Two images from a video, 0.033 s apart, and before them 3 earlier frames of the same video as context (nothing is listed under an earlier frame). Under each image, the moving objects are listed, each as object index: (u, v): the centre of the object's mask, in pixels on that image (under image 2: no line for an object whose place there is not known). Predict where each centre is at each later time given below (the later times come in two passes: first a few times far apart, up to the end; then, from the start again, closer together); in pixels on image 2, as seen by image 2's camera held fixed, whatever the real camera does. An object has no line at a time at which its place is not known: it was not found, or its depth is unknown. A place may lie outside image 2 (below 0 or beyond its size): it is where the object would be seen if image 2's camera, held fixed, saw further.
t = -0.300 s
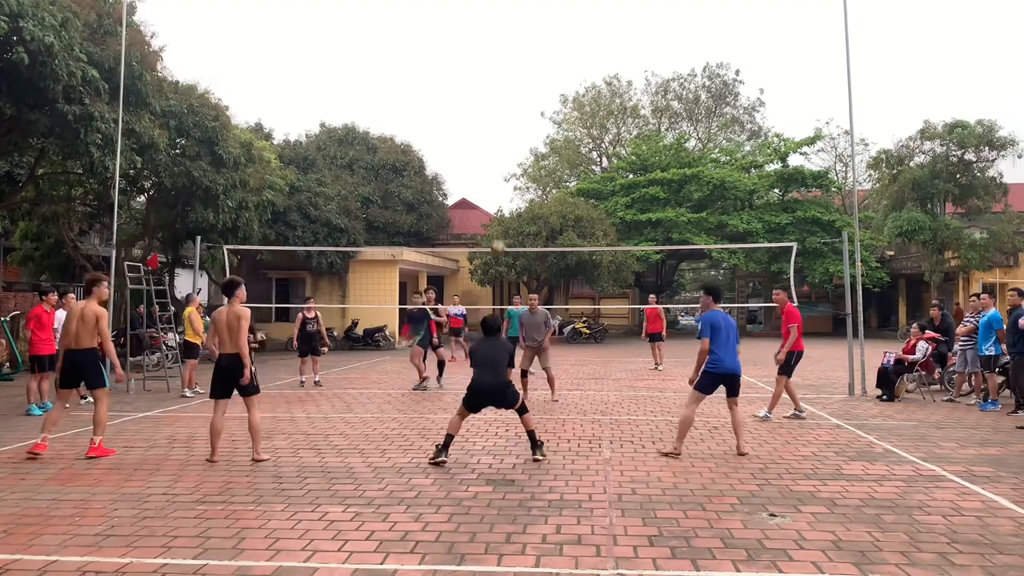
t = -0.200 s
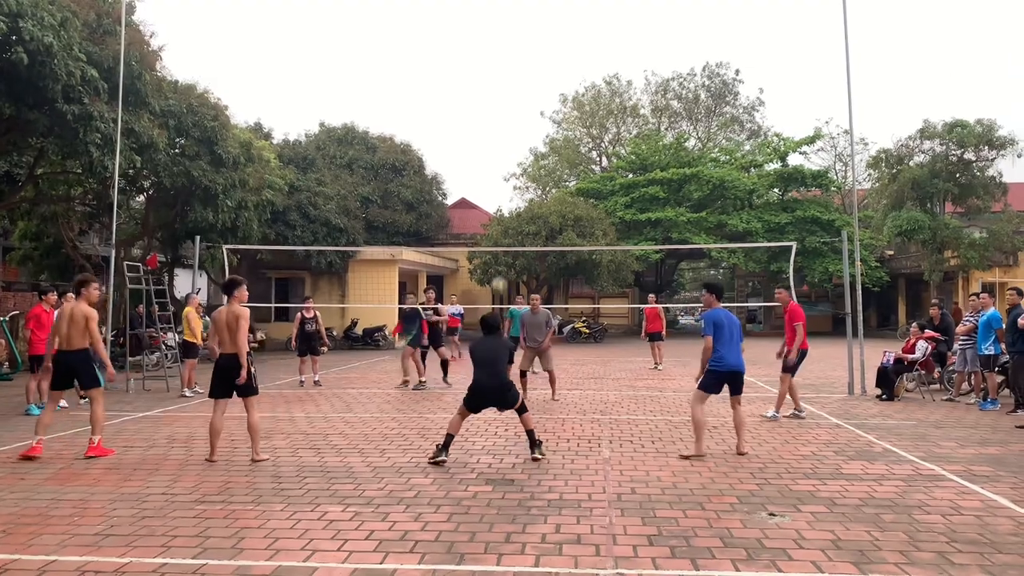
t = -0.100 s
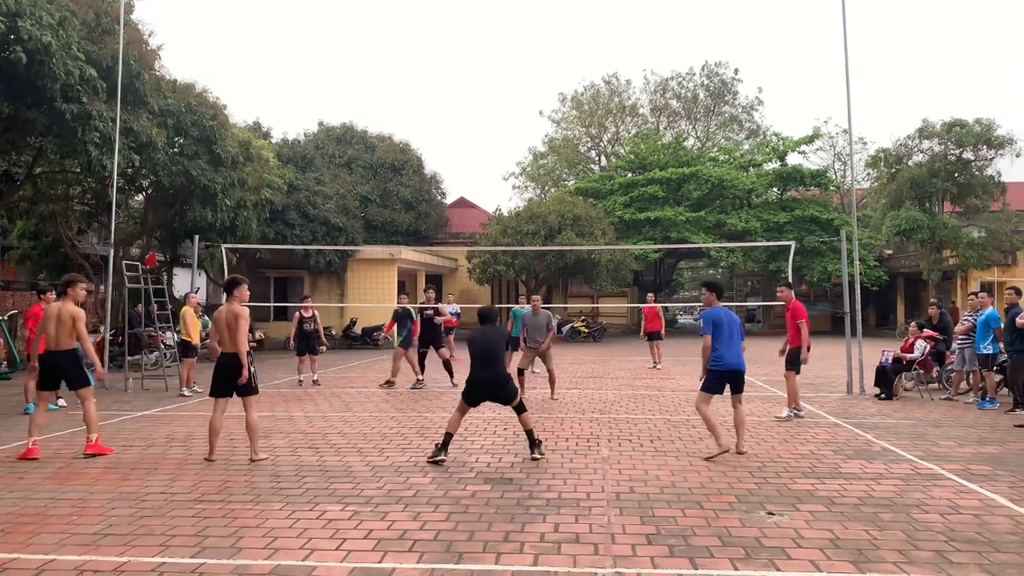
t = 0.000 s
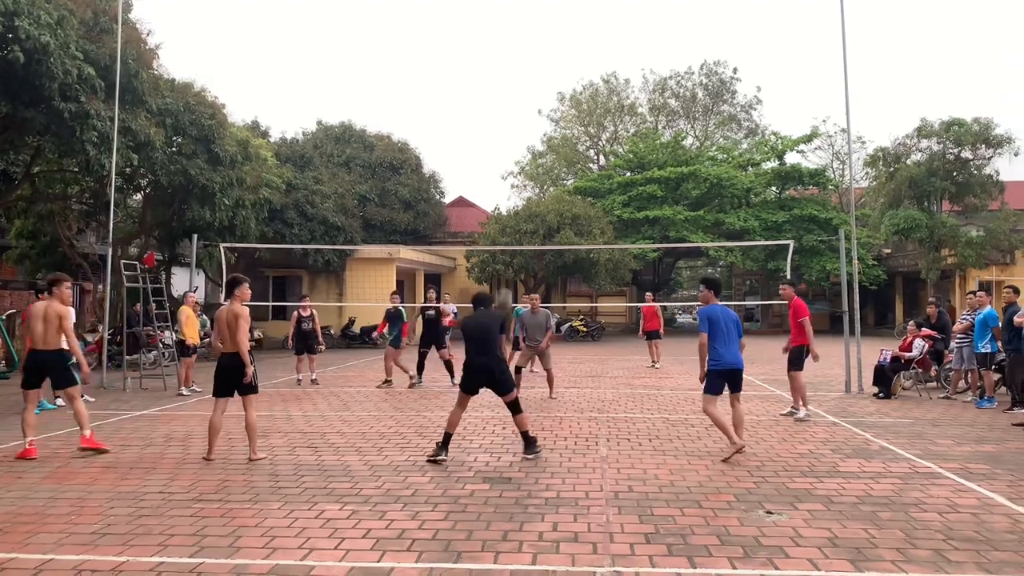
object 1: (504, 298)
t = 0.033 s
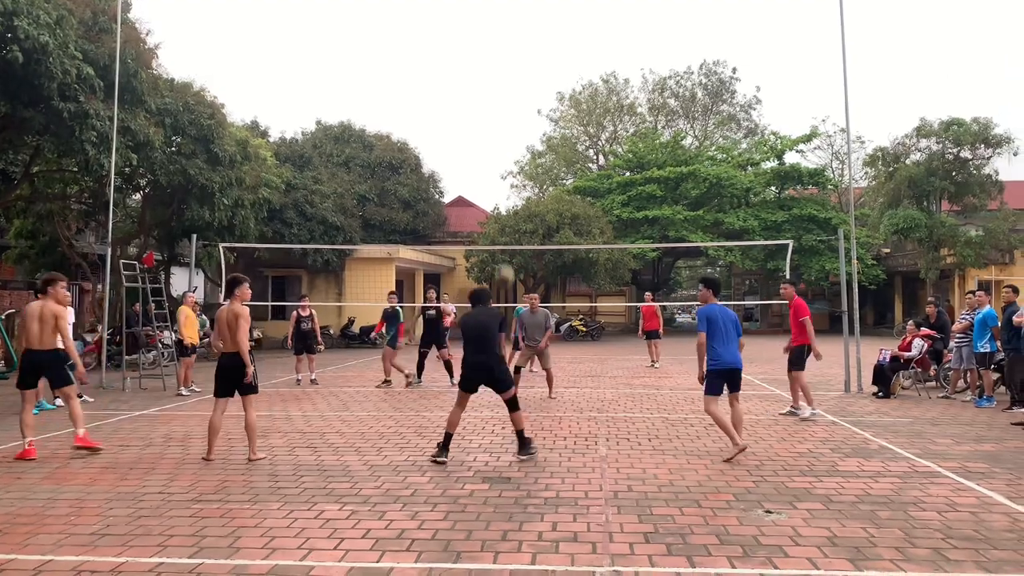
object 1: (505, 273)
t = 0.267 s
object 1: (512, 148)
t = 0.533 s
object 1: (516, 75)
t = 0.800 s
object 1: (518, 69)
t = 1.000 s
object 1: (520, 101)
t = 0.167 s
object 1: (509, 195)
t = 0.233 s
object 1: (511, 162)
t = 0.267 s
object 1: (512, 148)
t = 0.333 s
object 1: (513, 123)
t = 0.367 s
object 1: (514, 112)
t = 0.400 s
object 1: (514, 102)
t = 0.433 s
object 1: (515, 94)
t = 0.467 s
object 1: (515, 86)
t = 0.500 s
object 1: (516, 80)
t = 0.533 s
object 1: (516, 75)
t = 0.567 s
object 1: (516, 71)
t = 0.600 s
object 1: (517, 68)
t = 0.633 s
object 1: (517, 66)
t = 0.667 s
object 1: (517, 65)
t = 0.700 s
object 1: (517, 65)
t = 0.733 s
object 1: (518, 65)
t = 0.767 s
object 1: (518, 67)
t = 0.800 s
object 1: (518, 69)
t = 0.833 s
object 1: (518, 73)
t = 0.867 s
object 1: (519, 77)
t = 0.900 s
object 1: (519, 82)
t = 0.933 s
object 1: (519, 87)
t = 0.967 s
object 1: (519, 94)
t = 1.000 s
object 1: (520, 101)
